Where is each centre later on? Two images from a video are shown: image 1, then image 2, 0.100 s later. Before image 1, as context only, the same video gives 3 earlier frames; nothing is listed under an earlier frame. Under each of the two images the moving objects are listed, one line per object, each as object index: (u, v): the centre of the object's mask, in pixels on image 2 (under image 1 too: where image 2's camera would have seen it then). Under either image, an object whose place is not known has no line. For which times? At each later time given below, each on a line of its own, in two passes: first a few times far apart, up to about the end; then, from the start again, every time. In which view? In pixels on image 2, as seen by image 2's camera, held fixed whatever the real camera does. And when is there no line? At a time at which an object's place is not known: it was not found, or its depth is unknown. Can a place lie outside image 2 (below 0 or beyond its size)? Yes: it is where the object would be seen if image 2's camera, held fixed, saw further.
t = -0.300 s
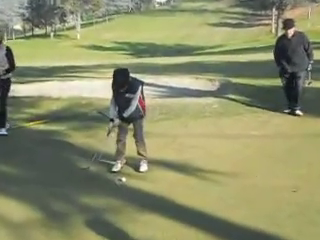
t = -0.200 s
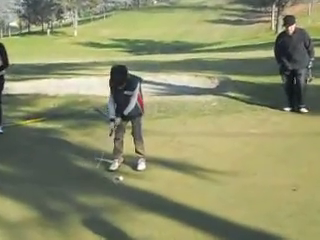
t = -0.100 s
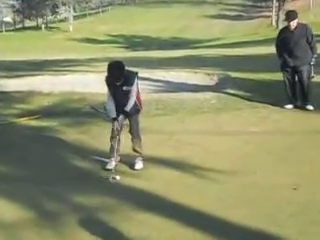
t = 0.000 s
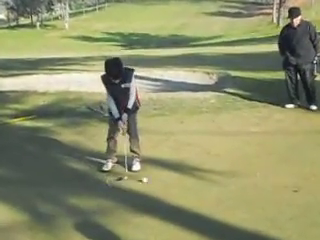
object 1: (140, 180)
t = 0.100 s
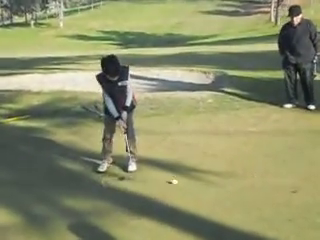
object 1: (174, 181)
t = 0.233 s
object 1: (212, 183)
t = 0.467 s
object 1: (273, 183)
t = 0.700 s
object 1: (330, 182)
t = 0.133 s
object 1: (184, 181)
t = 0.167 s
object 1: (192, 182)
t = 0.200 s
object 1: (202, 182)
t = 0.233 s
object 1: (212, 183)
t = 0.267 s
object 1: (221, 182)
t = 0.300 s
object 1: (230, 183)
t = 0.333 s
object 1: (239, 182)
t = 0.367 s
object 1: (247, 183)
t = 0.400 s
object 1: (257, 183)
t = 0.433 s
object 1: (265, 183)
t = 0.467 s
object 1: (273, 183)
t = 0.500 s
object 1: (282, 182)
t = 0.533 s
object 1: (290, 182)
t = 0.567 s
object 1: (298, 182)
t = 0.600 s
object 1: (307, 182)
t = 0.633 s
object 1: (314, 182)
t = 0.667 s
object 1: (322, 182)
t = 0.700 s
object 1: (330, 182)
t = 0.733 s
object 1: (338, 182)
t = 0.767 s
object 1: (345, 181)
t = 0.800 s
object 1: (352, 181)
